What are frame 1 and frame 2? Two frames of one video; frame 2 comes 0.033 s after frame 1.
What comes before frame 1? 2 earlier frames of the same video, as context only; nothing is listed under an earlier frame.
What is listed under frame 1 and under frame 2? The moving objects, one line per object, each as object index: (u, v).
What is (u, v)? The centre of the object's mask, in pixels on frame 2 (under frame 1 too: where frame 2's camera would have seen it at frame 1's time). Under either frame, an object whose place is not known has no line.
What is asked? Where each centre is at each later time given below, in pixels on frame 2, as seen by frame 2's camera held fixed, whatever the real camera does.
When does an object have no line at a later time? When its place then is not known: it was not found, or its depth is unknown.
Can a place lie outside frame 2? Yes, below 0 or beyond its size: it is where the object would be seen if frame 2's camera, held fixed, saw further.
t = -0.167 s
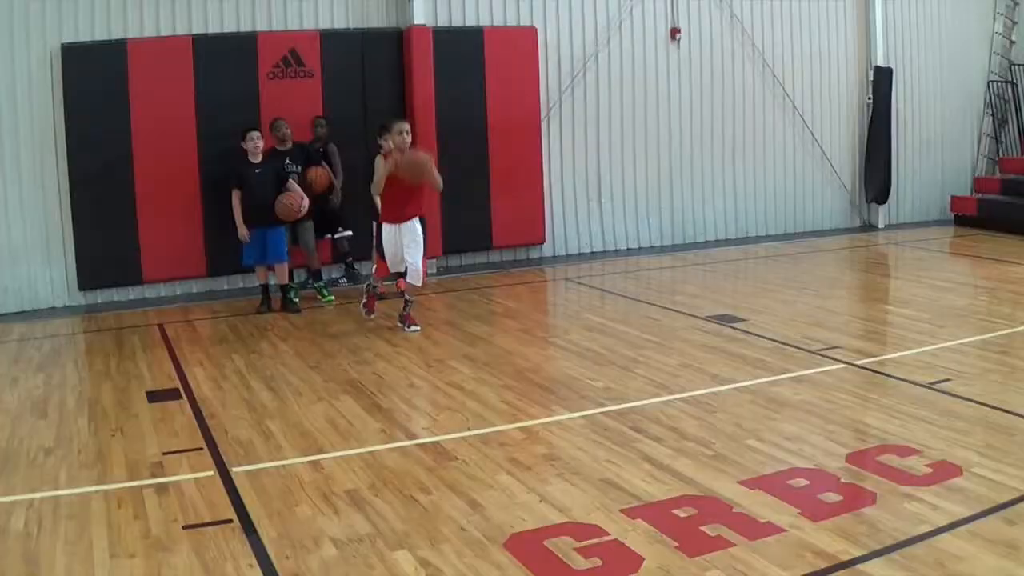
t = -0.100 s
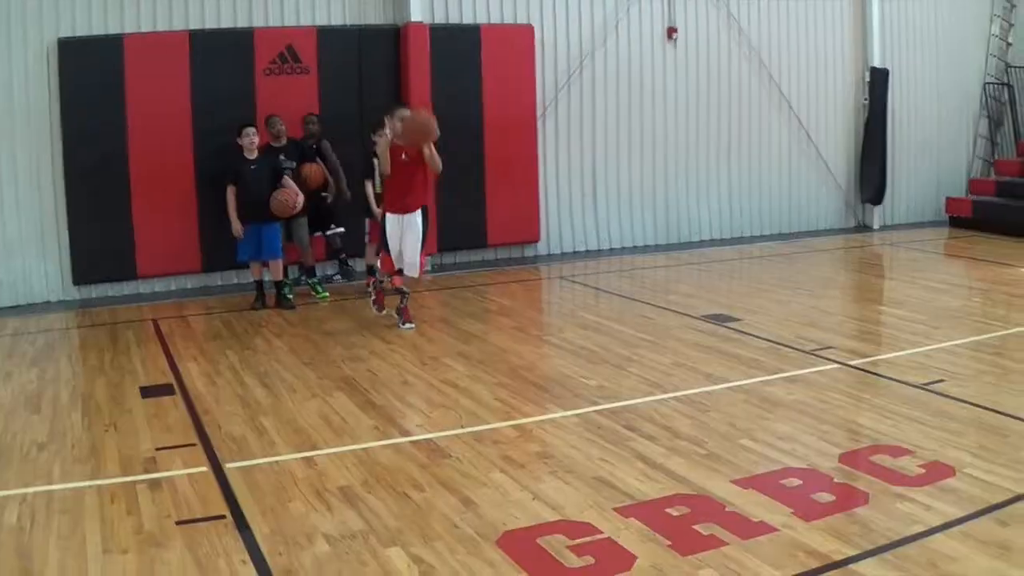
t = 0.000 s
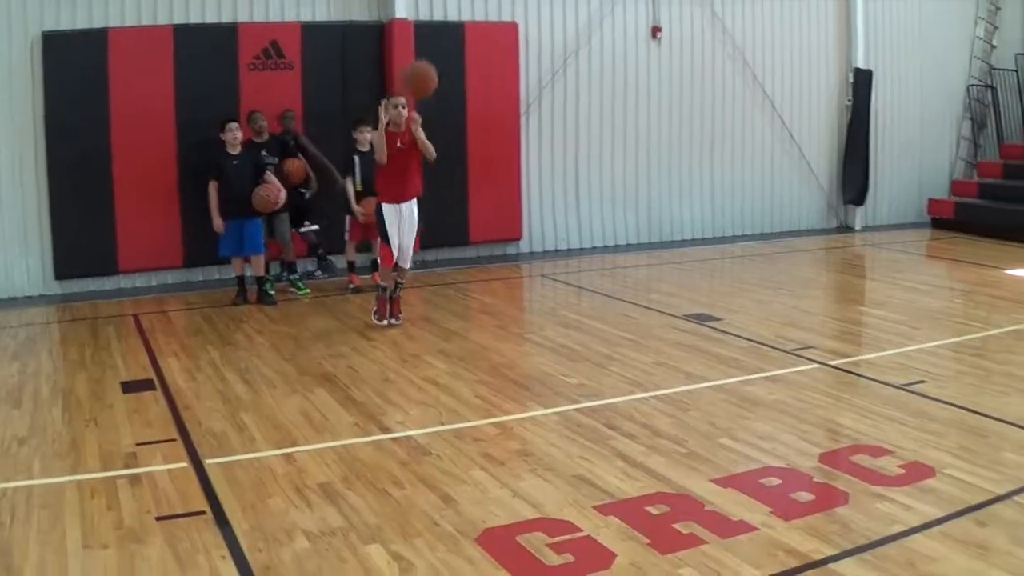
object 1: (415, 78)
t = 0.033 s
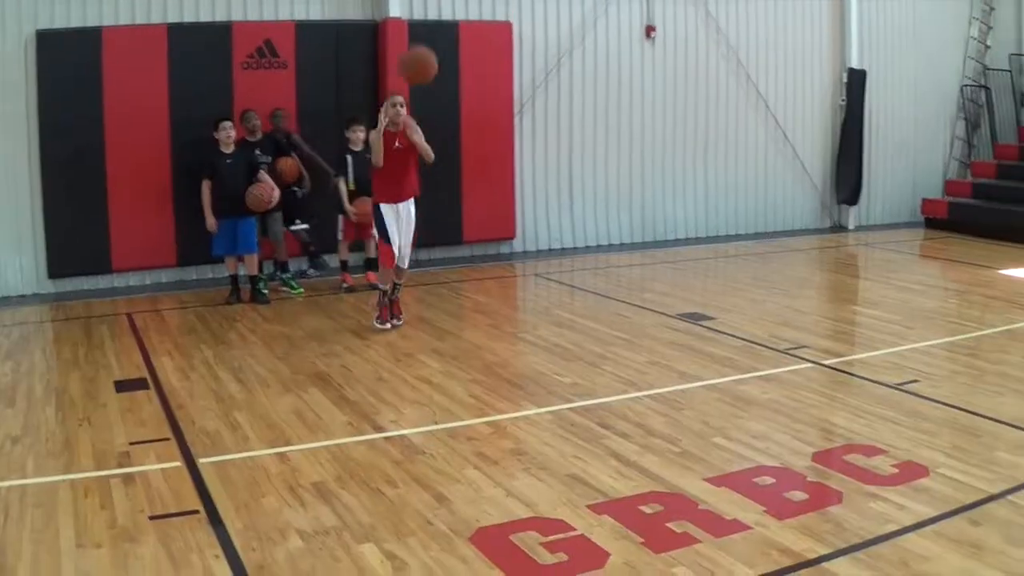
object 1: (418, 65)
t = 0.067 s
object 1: (423, 53)
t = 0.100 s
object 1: (426, 44)
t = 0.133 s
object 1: (431, 36)
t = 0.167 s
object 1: (435, 28)
